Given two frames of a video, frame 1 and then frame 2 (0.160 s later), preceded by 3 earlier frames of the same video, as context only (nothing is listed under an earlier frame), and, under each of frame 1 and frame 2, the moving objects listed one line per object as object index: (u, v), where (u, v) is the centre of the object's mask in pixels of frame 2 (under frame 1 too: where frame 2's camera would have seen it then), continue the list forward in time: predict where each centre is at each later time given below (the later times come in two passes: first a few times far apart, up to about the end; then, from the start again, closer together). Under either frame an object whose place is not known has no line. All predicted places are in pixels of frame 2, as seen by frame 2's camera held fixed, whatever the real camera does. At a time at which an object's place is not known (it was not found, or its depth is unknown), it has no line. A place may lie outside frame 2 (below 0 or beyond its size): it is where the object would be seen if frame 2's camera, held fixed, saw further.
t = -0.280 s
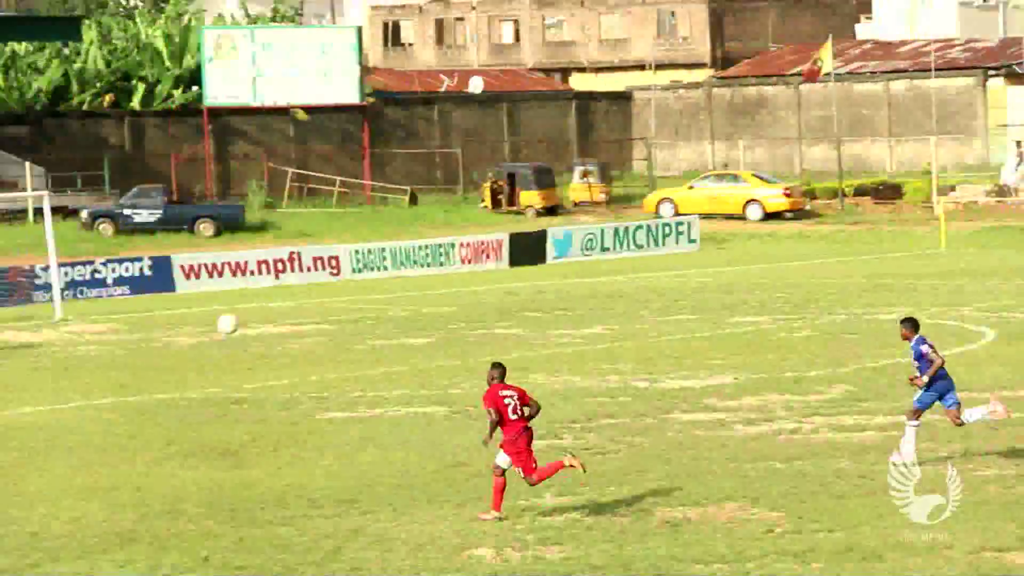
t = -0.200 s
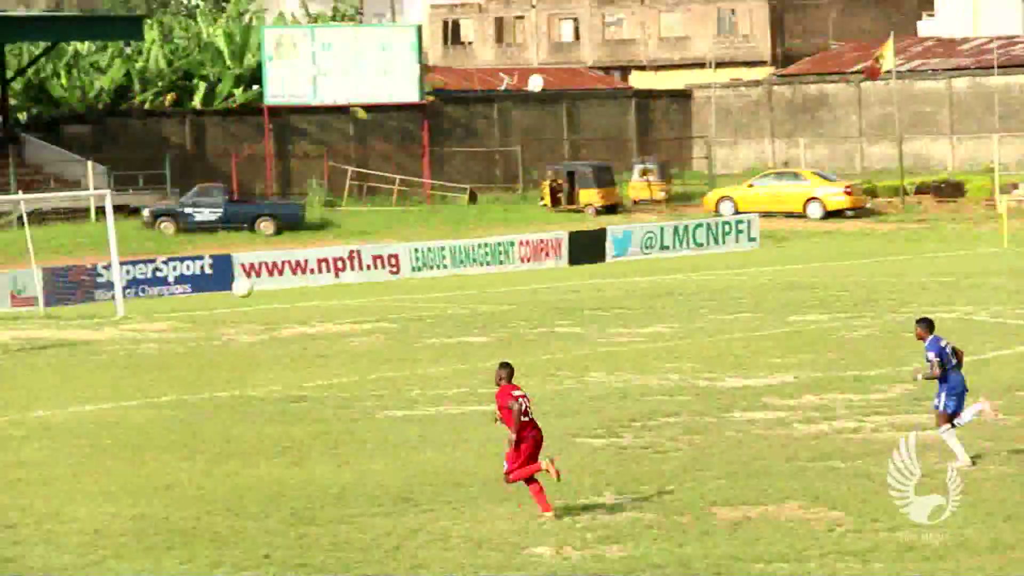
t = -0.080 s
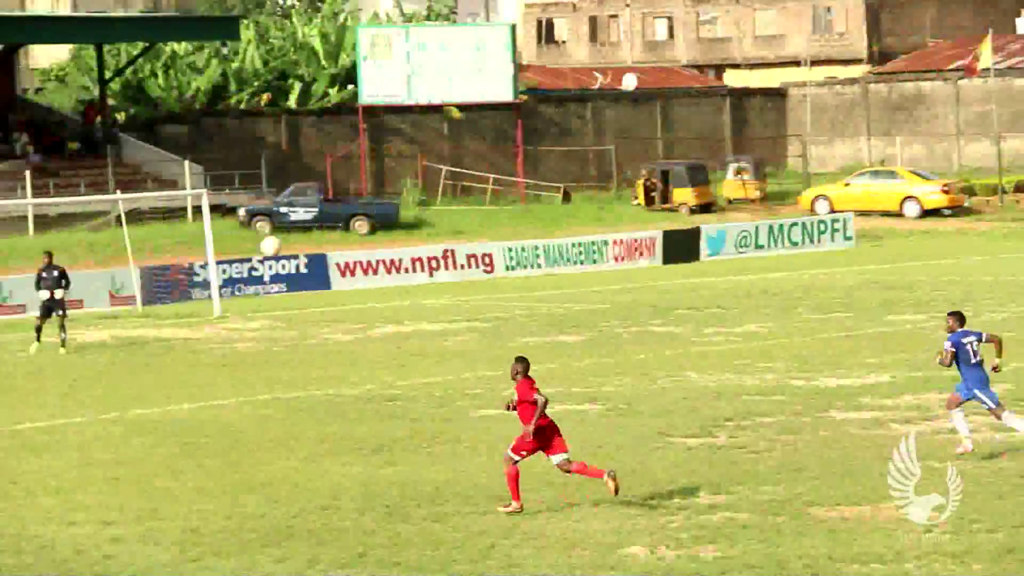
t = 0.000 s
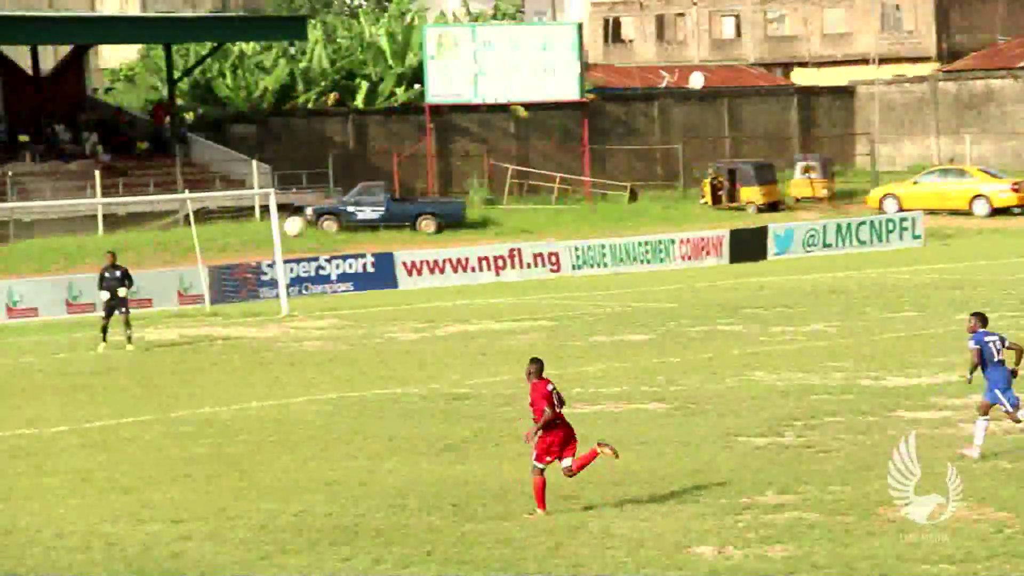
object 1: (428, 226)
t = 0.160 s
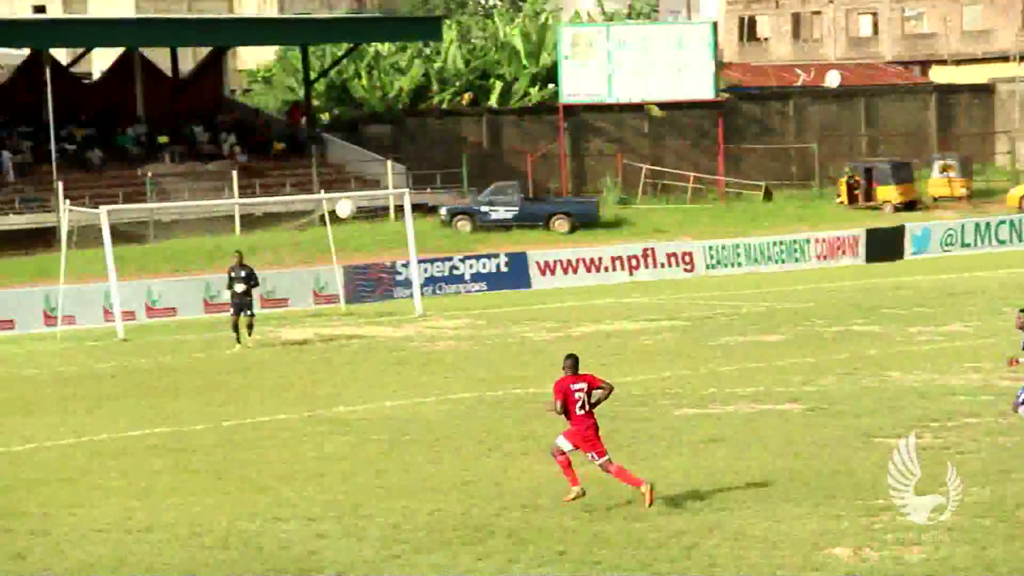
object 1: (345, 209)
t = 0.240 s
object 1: (304, 208)
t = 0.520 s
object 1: (170, 255)
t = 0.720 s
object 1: (81, 333)
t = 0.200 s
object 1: (324, 207)
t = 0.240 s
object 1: (304, 208)
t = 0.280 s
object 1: (284, 210)
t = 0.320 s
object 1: (265, 214)
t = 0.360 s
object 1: (246, 219)
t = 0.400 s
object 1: (226, 226)
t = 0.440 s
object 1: (207, 235)
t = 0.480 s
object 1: (189, 244)
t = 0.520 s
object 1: (170, 255)
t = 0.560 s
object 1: (152, 268)
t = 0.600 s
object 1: (135, 282)
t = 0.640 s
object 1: (116, 297)
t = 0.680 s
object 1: (98, 314)
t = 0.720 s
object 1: (81, 333)
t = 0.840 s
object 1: (32, 396)
